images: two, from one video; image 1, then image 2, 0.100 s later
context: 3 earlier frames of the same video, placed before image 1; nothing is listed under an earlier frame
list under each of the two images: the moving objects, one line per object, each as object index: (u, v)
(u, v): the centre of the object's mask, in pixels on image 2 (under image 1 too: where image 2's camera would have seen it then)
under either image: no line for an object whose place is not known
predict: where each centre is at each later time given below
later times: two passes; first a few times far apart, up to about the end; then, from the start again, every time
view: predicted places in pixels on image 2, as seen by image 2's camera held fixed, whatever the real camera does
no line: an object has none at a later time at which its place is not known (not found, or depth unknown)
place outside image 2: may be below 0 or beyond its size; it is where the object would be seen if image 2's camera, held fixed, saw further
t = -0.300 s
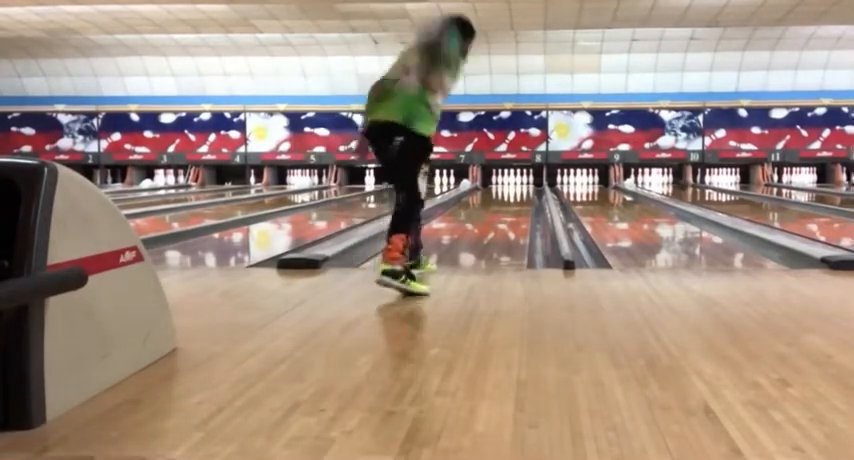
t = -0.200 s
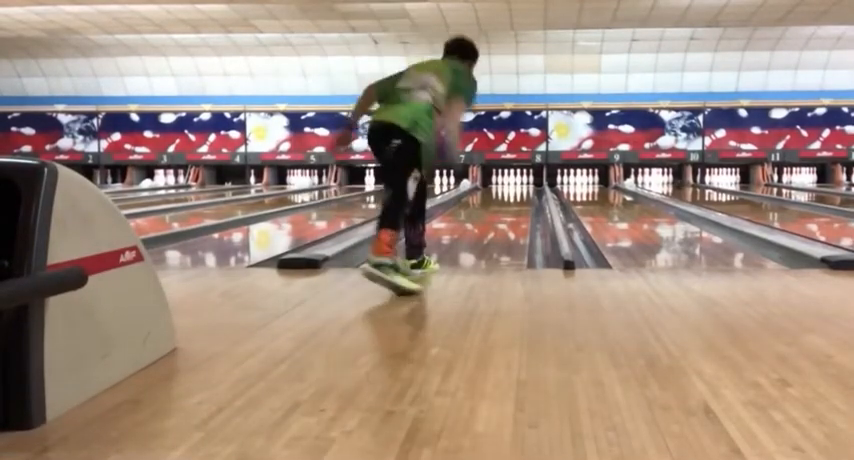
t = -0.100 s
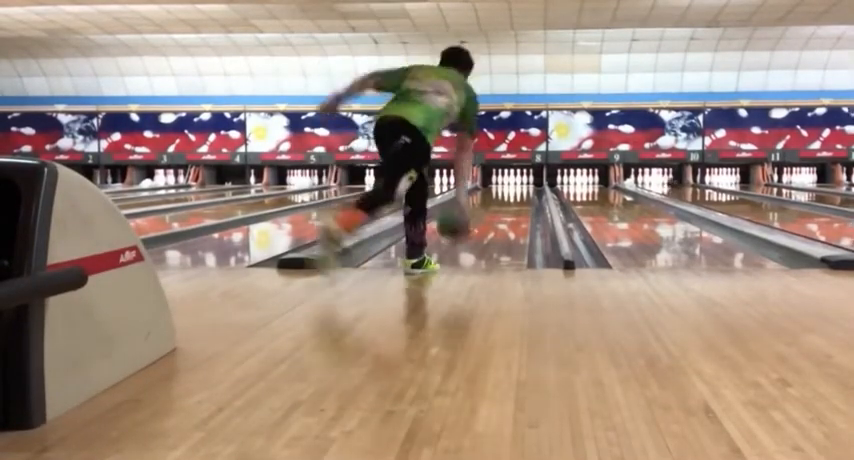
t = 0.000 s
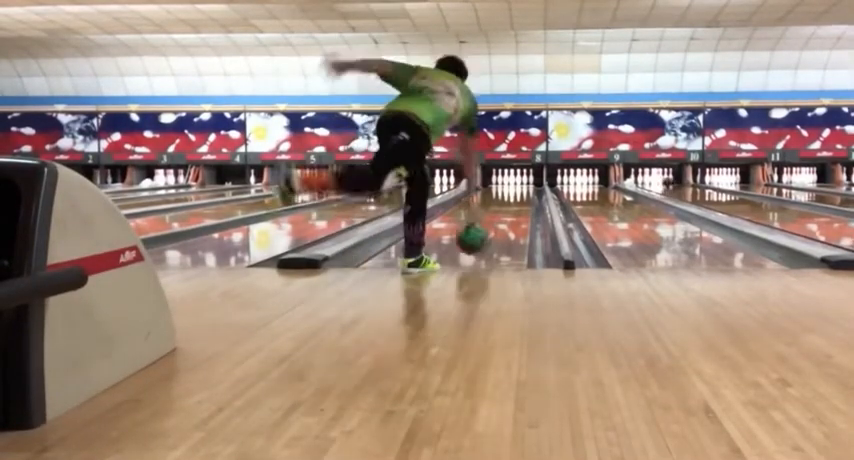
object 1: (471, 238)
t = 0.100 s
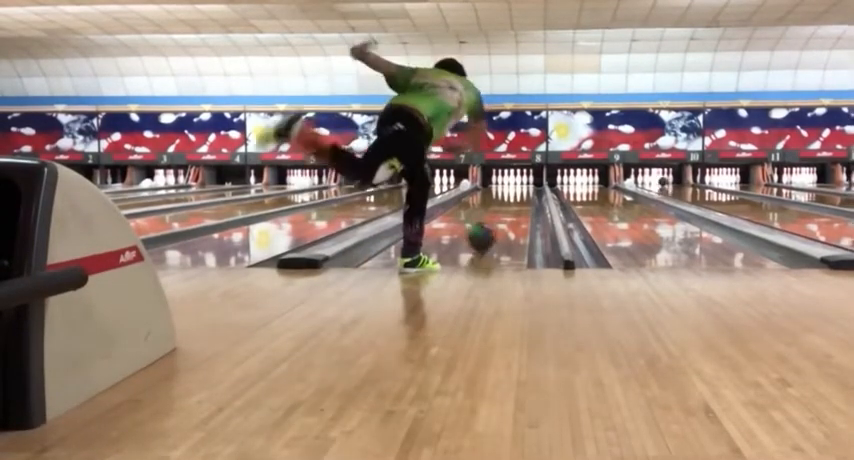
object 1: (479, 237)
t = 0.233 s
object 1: (491, 227)
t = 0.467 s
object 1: (502, 214)
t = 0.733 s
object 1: (510, 205)
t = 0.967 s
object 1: (513, 197)
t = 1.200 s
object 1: (518, 196)
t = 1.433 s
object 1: (519, 194)
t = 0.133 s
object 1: (483, 235)
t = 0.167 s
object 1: (486, 233)
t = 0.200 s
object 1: (488, 230)
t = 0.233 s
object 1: (491, 227)
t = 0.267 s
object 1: (492, 225)
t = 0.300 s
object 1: (494, 223)
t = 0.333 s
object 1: (496, 221)
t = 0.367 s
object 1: (497, 219)
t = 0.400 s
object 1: (499, 217)
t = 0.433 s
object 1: (500, 216)
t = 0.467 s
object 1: (502, 214)
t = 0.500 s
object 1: (503, 212)
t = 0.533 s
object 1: (503, 212)
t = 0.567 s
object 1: (504, 211)
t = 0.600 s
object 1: (506, 209)
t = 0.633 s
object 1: (508, 208)
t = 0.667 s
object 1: (510, 206)
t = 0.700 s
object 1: (510, 205)
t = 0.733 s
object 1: (510, 205)
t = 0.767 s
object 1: (510, 204)
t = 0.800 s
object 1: (512, 203)
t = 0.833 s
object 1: (512, 202)
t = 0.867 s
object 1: (513, 201)
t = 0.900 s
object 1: (513, 200)
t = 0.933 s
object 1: (514, 199)
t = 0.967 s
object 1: (513, 197)
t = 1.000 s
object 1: (514, 198)
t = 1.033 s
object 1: (514, 198)
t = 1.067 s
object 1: (516, 197)
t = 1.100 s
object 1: (517, 196)
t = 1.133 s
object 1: (517, 196)
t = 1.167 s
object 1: (518, 196)
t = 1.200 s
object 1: (518, 196)
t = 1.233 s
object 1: (518, 195)
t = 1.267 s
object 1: (519, 194)
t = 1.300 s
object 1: (519, 194)
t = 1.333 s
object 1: (518, 194)
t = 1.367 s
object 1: (519, 194)
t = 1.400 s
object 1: (518, 194)
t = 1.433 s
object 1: (519, 194)
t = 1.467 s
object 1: (518, 193)
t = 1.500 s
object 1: (519, 193)
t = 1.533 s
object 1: (519, 191)
